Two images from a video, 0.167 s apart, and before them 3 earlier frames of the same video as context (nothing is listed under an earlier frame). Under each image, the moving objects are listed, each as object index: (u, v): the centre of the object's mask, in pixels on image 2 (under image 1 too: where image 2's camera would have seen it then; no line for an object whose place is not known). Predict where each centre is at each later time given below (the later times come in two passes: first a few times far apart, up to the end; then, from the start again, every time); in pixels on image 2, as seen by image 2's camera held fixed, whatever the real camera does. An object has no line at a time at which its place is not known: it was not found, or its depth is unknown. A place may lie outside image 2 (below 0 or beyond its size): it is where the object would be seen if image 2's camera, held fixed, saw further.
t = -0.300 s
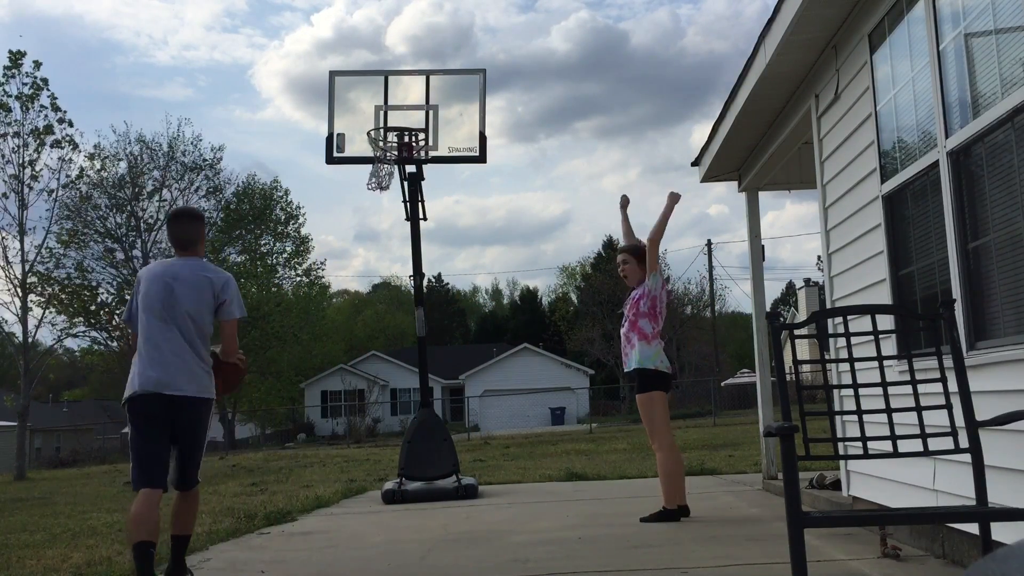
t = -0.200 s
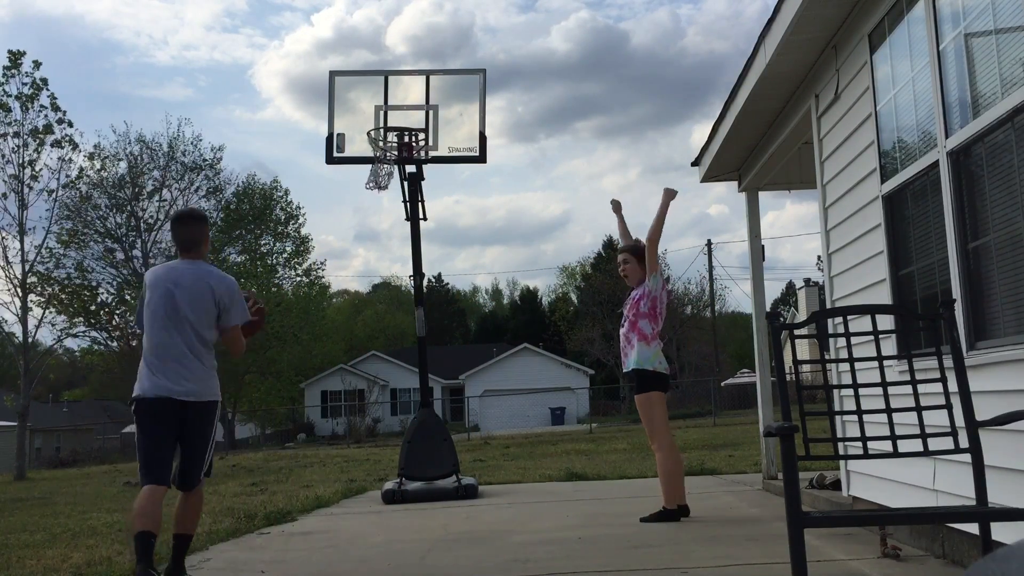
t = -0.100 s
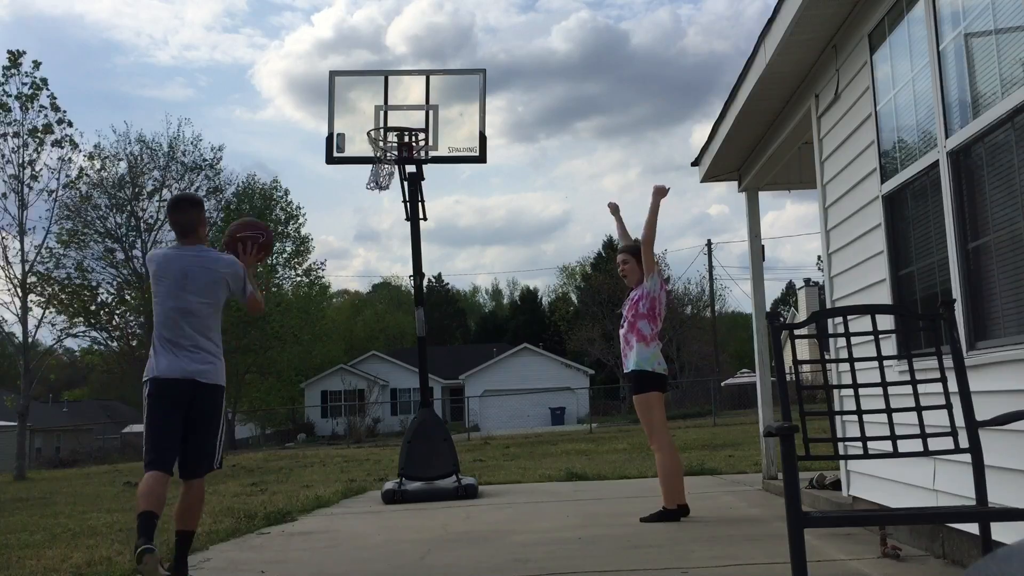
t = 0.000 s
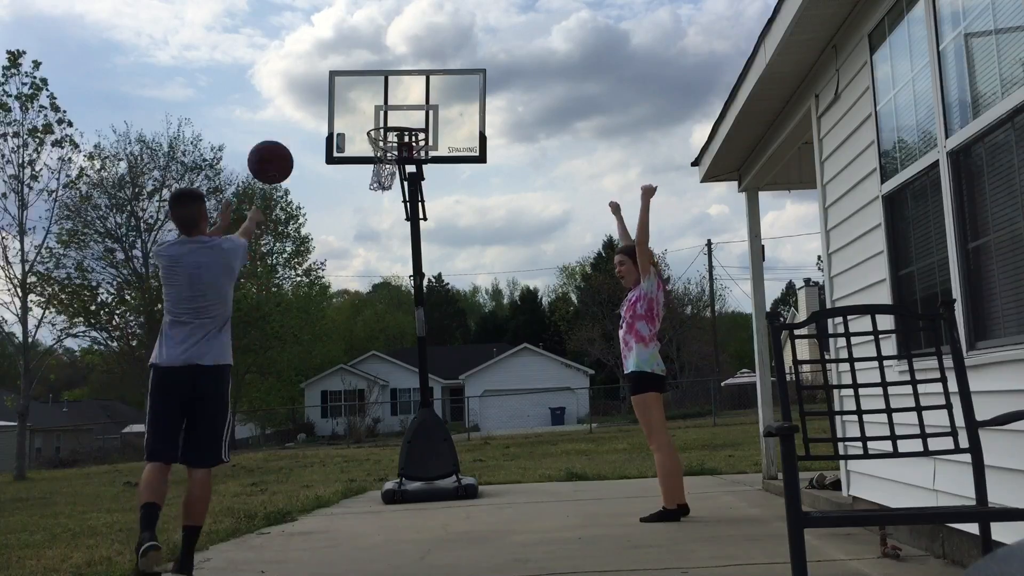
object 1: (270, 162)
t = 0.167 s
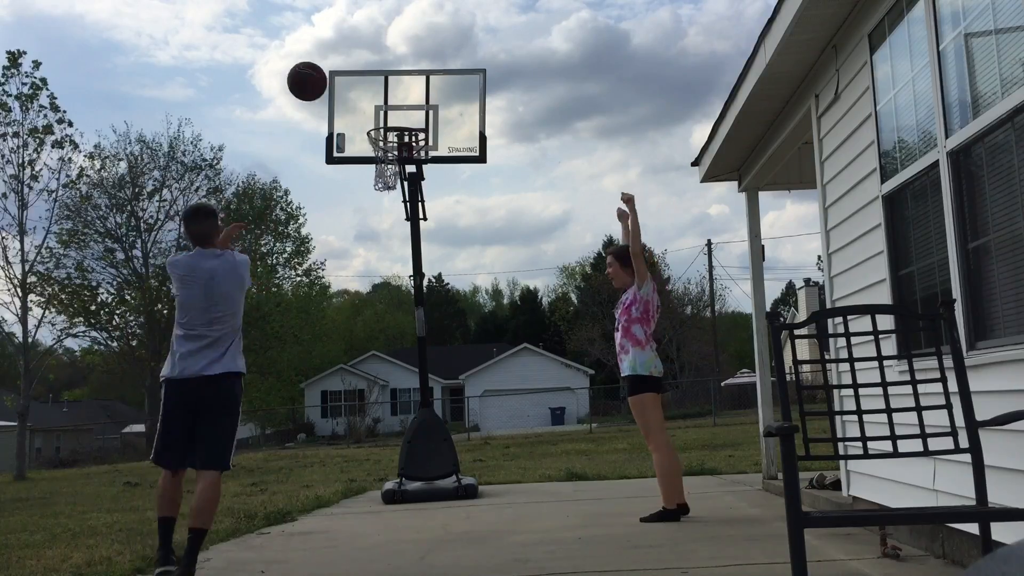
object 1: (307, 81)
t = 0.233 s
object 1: (319, 65)
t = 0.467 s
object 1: (355, 62)
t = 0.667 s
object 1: (380, 109)
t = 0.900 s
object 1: (397, 101)
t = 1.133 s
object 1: (406, 112)
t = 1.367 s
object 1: (399, 155)
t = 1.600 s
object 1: (384, 245)
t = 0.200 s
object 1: (313, 72)
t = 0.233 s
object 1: (319, 65)
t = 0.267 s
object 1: (325, 60)
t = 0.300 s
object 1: (330, 57)
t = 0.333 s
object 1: (336, 55)
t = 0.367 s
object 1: (341, 55)
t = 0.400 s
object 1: (346, 56)
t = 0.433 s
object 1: (351, 58)
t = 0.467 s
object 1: (355, 62)
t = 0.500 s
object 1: (360, 67)
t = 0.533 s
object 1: (364, 73)
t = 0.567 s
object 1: (368, 81)
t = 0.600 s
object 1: (372, 89)
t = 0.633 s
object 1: (376, 99)
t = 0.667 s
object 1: (380, 109)
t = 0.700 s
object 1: (384, 118)
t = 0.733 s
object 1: (387, 120)
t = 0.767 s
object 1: (391, 117)
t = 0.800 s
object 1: (394, 114)
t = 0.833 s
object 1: (395, 109)
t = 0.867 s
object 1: (396, 104)
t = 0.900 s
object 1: (397, 101)
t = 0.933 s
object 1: (398, 98)
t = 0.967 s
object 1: (400, 97)
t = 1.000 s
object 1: (401, 98)
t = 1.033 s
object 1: (402, 99)
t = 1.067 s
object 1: (403, 102)
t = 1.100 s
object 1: (404, 106)
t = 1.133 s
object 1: (406, 112)
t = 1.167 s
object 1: (407, 116)
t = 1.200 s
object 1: (407, 122)
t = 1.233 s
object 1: (404, 127)
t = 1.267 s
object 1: (401, 132)
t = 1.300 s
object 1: (402, 140)
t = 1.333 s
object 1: (402, 148)
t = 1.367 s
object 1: (399, 155)
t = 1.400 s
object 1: (393, 165)
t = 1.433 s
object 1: (392, 174)
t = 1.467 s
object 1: (392, 190)
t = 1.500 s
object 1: (388, 200)
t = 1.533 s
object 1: (387, 214)
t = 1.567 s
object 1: (385, 229)
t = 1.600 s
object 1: (384, 245)
